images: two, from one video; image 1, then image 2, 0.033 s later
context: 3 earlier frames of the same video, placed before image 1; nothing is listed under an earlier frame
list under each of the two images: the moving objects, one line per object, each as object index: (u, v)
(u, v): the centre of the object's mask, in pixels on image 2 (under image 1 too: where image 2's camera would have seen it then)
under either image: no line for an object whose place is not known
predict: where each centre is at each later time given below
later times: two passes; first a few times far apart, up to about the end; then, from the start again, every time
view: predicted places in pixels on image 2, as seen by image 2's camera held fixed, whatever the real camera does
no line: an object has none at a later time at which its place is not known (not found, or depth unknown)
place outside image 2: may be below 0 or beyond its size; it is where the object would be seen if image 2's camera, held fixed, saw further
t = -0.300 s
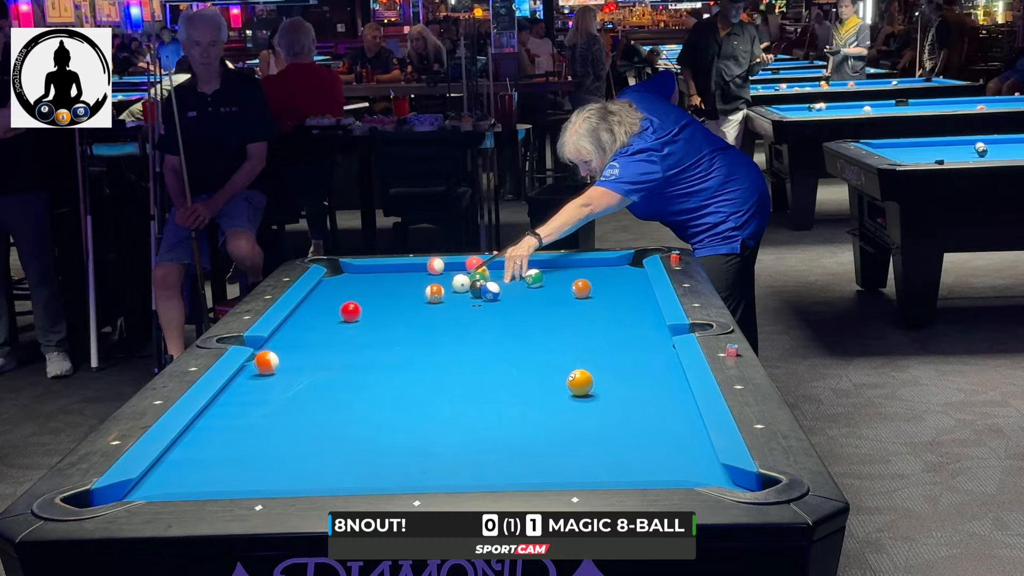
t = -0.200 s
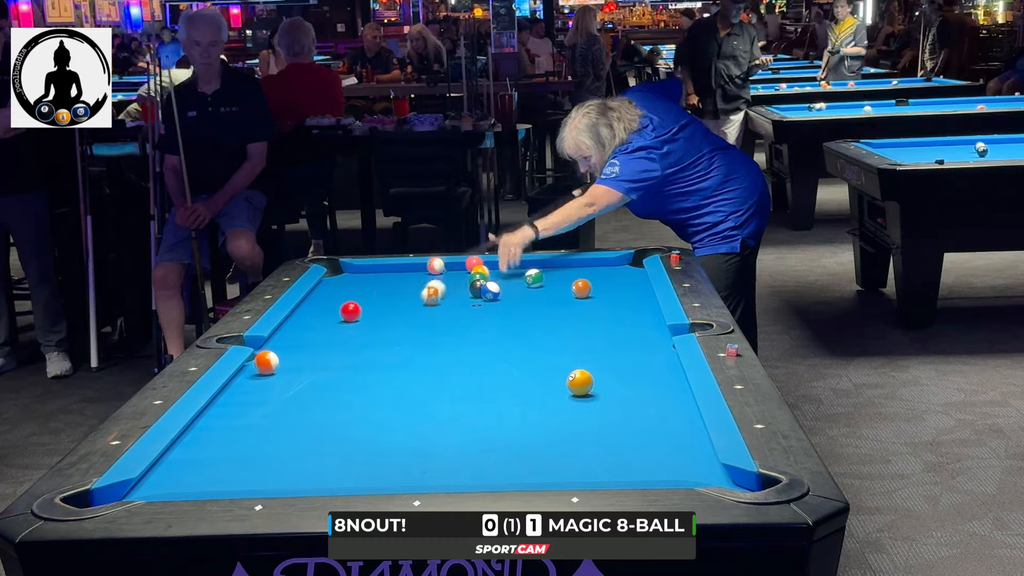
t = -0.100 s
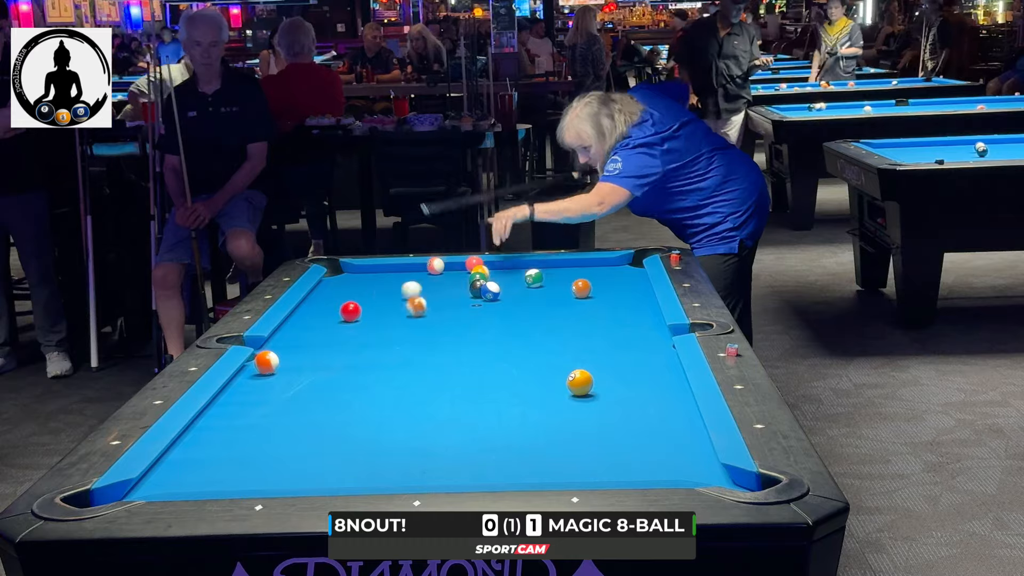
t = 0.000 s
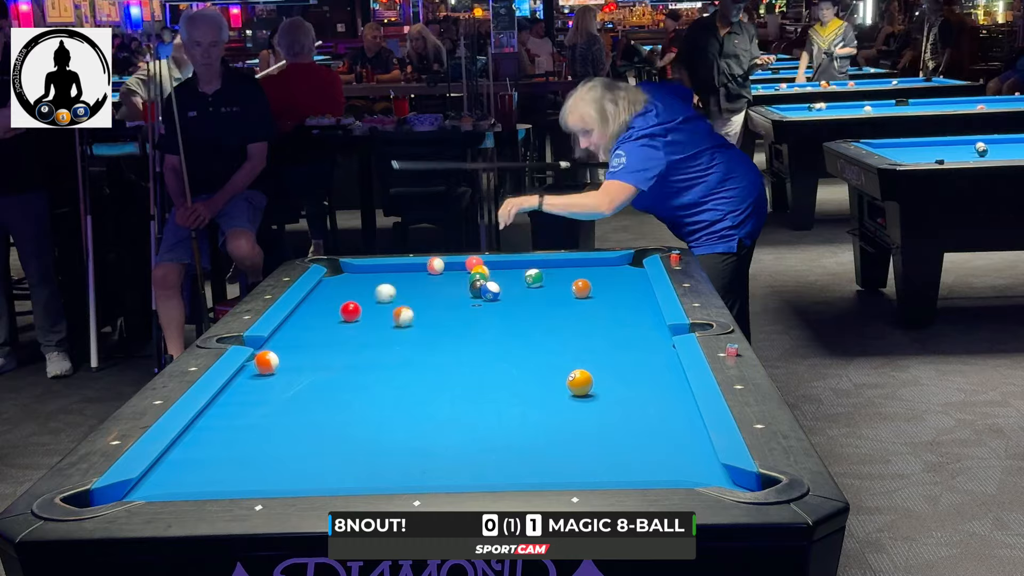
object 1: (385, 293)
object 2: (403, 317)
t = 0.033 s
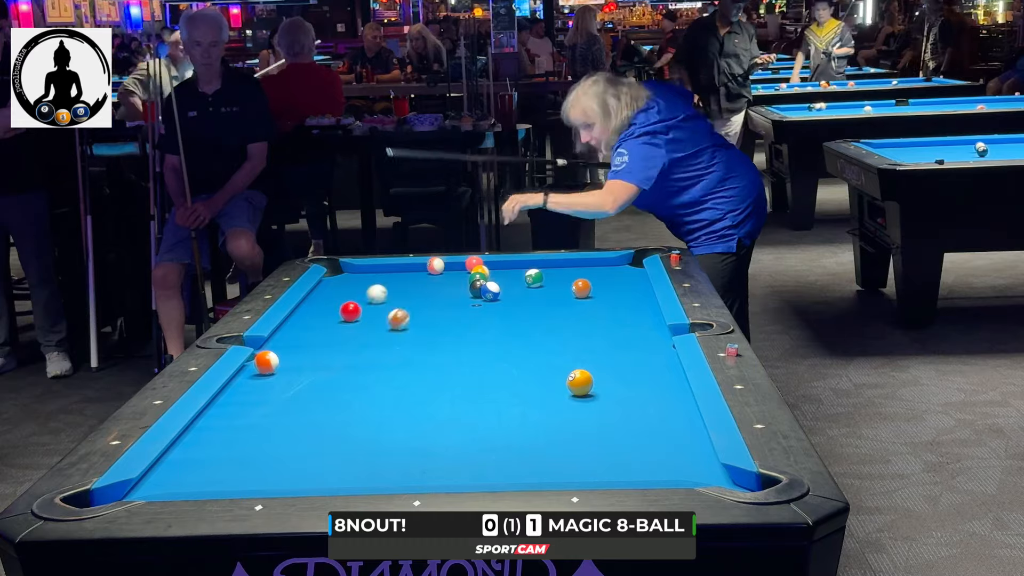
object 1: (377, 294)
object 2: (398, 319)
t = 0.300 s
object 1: (310, 302)
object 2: (362, 346)
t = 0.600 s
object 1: (353, 298)
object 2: (312, 382)
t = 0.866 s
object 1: (389, 303)
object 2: (260, 420)
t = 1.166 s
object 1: (427, 304)
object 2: (190, 470)
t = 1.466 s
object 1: (463, 305)
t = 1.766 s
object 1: (498, 305)
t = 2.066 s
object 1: (531, 306)
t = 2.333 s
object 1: (558, 306)
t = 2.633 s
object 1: (586, 307)
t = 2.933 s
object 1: (613, 308)
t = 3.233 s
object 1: (637, 309)
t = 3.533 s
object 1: (644, 309)
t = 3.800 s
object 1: (634, 310)
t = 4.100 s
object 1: (625, 311)
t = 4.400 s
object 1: (619, 311)
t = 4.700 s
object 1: (615, 311)
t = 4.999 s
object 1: (614, 311)
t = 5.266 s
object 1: (614, 312)
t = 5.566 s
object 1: (614, 312)
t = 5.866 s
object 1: (614, 312)
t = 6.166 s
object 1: (614, 312)
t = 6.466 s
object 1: (614, 312)
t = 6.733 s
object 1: (614, 312)
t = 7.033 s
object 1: (614, 312)
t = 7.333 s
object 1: (614, 312)
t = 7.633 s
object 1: (614, 312)
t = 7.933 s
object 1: (614, 312)
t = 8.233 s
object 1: (614, 312)
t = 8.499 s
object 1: (614, 312)
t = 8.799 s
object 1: (614, 312)
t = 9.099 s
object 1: (614, 312)
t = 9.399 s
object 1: (614, 312)
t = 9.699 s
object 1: (614, 312)
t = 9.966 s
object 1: (614, 312)
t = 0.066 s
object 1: (368, 295)
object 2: (394, 323)
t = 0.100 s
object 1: (359, 295)
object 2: (390, 326)
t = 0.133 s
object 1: (350, 295)
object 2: (386, 329)
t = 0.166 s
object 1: (341, 297)
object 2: (381, 332)
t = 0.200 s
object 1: (333, 299)
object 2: (376, 336)
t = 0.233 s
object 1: (324, 300)
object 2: (371, 339)
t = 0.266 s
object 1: (315, 301)
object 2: (366, 343)
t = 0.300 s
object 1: (310, 302)
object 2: (362, 346)
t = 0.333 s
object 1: (315, 301)
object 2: (356, 350)
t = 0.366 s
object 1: (320, 302)
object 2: (351, 354)
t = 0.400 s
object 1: (325, 302)
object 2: (346, 357)
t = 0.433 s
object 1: (330, 302)
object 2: (341, 361)
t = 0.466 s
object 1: (334, 302)
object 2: (336, 365)
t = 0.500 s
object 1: (338, 301)
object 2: (330, 369)
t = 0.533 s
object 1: (342, 300)
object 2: (324, 374)
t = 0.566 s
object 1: (347, 299)
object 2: (319, 377)
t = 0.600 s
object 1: (353, 298)
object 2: (312, 382)
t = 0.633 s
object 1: (359, 300)
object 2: (307, 386)
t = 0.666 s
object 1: (363, 301)
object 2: (300, 390)
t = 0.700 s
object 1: (367, 302)
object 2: (294, 395)
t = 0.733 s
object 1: (371, 303)
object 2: (287, 400)
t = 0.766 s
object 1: (375, 303)
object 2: (281, 405)
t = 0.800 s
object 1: (379, 303)
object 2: (275, 409)
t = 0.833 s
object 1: (384, 303)
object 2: (268, 414)
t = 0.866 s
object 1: (389, 303)
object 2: (260, 420)
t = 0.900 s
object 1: (393, 303)
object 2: (253, 425)
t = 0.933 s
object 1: (397, 303)
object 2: (246, 430)
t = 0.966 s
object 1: (401, 303)
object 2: (238, 436)
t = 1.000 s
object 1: (406, 303)
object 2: (231, 440)
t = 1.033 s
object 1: (410, 303)
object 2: (223, 446)
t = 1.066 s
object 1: (414, 303)
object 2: (215, 453)
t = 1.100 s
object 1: (419, 303)
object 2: (207, 458)
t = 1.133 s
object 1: (423, 304)
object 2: (198, 465)
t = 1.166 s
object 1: (427, 304)
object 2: (190, 470)
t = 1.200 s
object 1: (431, 304)
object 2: (181, 476)
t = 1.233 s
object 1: (435, 304)
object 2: (172, 480)
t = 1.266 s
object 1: (439, 304)
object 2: (162, 484)
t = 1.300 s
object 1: (443, 304)
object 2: (150, 487)
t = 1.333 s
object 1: (447, 304)
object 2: (138, 489)
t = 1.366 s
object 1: (451, 304)
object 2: (126, 491)
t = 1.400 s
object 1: (455, 304)
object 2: (115, 495)
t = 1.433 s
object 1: (459, 304)
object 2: (104, 501)
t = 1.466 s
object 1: (463, 305)
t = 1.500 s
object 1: (467, 304)
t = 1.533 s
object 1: (471, 305)
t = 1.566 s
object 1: (475, 305)
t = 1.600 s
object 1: (479, 305)
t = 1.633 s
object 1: (483, 305)
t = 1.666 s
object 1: (487, 305)
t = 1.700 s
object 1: (491, 305)
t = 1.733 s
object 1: (494, 305)
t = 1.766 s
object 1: (498, 305)
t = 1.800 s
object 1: (502, 305)
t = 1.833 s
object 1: (506, 305)
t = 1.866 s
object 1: (509, 305)
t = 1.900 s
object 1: (513, 305)
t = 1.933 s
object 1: (517, 306)
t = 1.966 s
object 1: (520, 306)
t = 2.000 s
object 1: (524, 306)
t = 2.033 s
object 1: (527, 306)
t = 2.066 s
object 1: (531, 306)
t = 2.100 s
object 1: (534, 306)
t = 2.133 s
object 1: (538, 306)
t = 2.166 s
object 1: (541, 306)
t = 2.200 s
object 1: (545, 306)
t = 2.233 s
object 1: (548, 306)
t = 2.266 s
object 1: (552, 306)
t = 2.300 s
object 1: (555, 306)
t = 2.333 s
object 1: (558, 306)
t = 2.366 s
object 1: (561, 307)
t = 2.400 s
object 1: (565, 307)
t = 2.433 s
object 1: (568, 307)
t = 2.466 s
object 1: (571, 307)
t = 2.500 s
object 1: (574, 307)
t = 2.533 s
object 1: (577, 307)
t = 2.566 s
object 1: (581, 307)
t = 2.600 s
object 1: (584, 307)
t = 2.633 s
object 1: (586, 307)
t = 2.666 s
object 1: (590, 307)
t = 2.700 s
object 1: (592, 307)
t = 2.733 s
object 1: (596, 307)
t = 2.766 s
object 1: (598, 307)
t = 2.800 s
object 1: (602, 307)
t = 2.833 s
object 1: (605, 308)
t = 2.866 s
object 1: (607, 308)
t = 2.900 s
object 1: (610, 308)
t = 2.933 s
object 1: (613, 308)
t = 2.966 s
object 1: (616, 308)
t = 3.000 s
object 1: (619, 308)
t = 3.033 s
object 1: (621, 308)
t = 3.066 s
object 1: (624, 308)
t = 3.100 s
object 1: (626, 308)
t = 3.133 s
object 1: (629, 308)
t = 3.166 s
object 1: (632, 308)
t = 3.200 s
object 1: (634, 308)
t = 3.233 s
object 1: (637, 309)
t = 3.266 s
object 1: (639, 309)
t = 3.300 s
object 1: (642, 309)
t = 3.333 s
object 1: (644, 309)
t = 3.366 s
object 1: (647, 309)
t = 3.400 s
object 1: (649, 309)
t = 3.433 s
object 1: (648, 309)
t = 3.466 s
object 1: (647, 309)
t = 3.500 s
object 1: (645, 309)
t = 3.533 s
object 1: (644, 309)
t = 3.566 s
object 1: (643, 309)
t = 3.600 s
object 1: (641, 309)
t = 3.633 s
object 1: (640, 309)
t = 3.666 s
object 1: (639, 310)
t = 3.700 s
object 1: (637, 310)
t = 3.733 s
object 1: (636, 310)
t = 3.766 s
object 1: (635, 310)
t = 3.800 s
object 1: (634, 310)
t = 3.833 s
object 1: (633, 310)
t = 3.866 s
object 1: (631, 310)
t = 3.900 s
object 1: (630, 310)
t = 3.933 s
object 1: (629, 310)
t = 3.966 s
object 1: (629, 310)
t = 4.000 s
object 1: (628, 310)
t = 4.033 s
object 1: (627, 310)
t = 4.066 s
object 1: (626, 311)
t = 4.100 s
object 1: (625, 311)
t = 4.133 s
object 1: (624, 311)
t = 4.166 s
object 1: (623, 311)
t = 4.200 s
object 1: (623, 311)
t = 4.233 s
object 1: (622, 311)
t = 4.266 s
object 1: (621, 311)
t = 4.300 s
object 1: (621, 311)
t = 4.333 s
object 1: (620, 311)
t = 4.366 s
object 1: (619, 311)
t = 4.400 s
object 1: (619, 311)
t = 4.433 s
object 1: (618, 311)
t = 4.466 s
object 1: (618, 311)
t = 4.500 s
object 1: (617, 311)
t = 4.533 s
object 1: (617, 311)
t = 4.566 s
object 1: (616, 311)
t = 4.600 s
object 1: (616, 311)
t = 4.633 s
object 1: (615, 311)
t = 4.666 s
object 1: (615, 311)
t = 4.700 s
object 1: (615, 311)
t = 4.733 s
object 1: (615, 311)
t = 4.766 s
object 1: (614, 311)
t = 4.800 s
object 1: (614, 311)
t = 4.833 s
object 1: (614, 311)
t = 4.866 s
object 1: (614, 311)
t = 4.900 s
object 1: (614, 311)
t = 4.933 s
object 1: (614, 311)
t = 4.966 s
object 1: (614, 311)
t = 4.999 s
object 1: (614, 311)
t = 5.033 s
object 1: (614, 311)
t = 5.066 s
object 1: (614, 311)
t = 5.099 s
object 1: (614, 311)
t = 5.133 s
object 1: (614, 311)
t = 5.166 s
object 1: (614, 311)
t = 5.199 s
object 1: (614, 311)
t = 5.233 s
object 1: (614, 311)
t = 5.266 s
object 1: (614, 312)
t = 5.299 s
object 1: (614, 312)
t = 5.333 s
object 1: (614, 311)
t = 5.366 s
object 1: (614, 311)
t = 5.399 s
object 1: (614, 311)
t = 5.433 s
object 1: (614, 311)
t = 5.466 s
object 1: (614, 312)
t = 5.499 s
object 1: (614, 312)
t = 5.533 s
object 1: (614, 312)
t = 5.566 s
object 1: (614, 312)
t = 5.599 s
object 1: (614, 312)
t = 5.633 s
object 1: (614, 312)
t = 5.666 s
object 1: (614, 312)
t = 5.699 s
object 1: (614, 312)
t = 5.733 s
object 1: (614, 312)
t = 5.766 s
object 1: (614, 312)
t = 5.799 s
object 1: (614, 312)
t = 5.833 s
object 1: (614, 312)
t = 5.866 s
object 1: (614, 312)
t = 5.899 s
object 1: (614, 312)
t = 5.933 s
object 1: (614, 312)
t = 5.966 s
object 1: (614, 312)
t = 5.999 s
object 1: (614, 312)
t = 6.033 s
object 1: (614, 312)
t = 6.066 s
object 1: (614, 312)
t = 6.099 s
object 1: (614, 312)
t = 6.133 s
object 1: (614, 312)
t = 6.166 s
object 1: (614, 312)
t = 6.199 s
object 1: (614, 312)
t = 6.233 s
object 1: (614, 312)
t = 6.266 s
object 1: (614, 312)
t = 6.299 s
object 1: (614, 312)
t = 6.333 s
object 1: (614, 312)
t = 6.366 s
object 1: (614, 312)
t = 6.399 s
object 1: (614, 312)
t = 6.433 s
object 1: (614, 312)
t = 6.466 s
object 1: (614, 312)
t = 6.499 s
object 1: (614, 312)
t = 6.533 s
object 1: (614, 312)
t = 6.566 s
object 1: (614, 312)
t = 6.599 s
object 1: (614, 312)
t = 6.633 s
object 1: (614, 312)
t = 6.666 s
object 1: (614, 312)
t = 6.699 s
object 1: (614, 312)
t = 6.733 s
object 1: (614, 312)
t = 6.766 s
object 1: (614, 312)
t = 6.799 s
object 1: (614, 312)
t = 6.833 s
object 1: (614, 312)
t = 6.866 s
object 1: (614, 311)
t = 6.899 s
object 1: (614, 312)
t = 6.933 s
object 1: (614, 311)
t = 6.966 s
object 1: (614, 312)
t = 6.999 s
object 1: (614, 312)
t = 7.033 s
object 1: (614, 312)
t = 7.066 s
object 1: (614, 312)
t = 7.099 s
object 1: (614, 312)
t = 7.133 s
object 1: (614, 312)
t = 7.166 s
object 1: (614, 312)
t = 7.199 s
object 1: (614, 312)
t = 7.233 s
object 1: (614, 312)
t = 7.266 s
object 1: (614, 312)
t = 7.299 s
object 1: (614, 312)
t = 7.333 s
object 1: (614, 312)
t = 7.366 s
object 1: (614, 312)
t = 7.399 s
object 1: (614, 312)
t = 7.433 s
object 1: (614, 312)
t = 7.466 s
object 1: (614, 312)
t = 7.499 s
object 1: (614, 312)
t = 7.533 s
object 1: (614, 312)
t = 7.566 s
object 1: (614, 312)
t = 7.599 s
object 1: (614, 312)
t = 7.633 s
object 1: (614, 312)
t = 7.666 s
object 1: (614, 312)
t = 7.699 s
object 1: (614, 312)
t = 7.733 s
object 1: (614, 312)
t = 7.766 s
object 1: (614, 312)
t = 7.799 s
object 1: (614, 312)
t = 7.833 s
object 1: (614, 312)
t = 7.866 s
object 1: (614, 312)
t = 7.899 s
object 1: (614, 312)
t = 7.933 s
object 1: (614, 312)
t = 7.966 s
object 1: (614, 312)
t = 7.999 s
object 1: (614, 312)
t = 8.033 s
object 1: (614, 312)
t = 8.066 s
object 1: (614, 312)
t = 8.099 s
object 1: (614, 312)
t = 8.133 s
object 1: (614, 312)
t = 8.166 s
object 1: (614, 312)
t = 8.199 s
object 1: (614, 312)
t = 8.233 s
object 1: (614, 312)
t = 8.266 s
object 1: (614, 312)
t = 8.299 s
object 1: (614, 312)
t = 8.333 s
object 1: (614, 312)
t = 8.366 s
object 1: (614, 312)
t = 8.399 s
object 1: (614, 312)
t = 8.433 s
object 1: (614, 312)
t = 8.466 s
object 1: (614, 312)
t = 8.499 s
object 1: (614, 312)
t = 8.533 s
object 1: (614, 312)
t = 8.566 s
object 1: (614, 312)
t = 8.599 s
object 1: (614, 312)
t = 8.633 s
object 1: (614, 312)
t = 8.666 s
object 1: (614, 312)
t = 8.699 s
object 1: (614, 312)
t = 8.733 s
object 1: (614, 312)
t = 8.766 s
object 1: (614, 312)
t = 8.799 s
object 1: (614, 312)
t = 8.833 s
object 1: (614, 312)
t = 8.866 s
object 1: (614, 312)
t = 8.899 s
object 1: (614, 312)
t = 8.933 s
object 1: (614, 312)
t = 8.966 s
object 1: (614, 312)
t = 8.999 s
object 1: (614, 312)
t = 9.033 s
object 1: (614, 312)
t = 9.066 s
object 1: (614, 312)
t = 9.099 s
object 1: (614, 312)
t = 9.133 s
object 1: (614, 312)
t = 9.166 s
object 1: (614, 311)
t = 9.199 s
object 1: (614, 311)
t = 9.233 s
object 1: (614, 312)
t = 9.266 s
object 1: (614, 312)
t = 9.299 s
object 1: (614, 312)
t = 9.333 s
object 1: (614, 312)
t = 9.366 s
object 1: (614, 312)
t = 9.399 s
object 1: (614, 312)
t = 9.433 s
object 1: (614, 312)
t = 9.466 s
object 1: (614, 312)
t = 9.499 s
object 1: (614, 311)
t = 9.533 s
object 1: (614, 312)
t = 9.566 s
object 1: (614, 312)
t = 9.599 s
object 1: (614, 312)
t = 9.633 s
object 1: (614, 312)
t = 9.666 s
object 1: (614, 312)
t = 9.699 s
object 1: (614, 312)
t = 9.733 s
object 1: (614, 312)
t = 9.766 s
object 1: (614, 312)
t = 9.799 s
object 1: (614, 312)
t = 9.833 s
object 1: (614, 312)
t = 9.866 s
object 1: (614, 312)
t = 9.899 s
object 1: (614, 312)
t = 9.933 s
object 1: (614, 312)
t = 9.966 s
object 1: (614, 312)
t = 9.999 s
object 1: (614, 312)
